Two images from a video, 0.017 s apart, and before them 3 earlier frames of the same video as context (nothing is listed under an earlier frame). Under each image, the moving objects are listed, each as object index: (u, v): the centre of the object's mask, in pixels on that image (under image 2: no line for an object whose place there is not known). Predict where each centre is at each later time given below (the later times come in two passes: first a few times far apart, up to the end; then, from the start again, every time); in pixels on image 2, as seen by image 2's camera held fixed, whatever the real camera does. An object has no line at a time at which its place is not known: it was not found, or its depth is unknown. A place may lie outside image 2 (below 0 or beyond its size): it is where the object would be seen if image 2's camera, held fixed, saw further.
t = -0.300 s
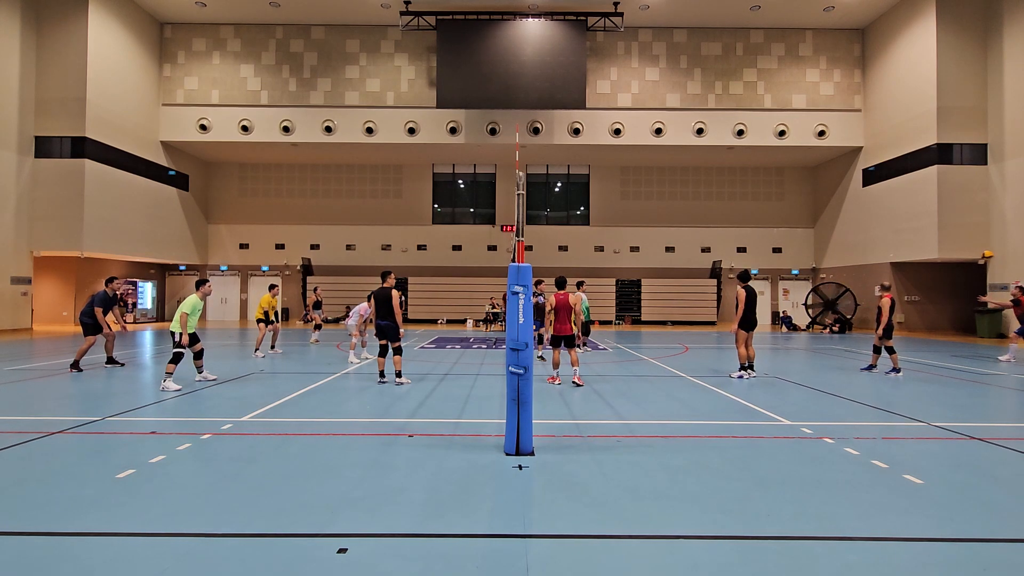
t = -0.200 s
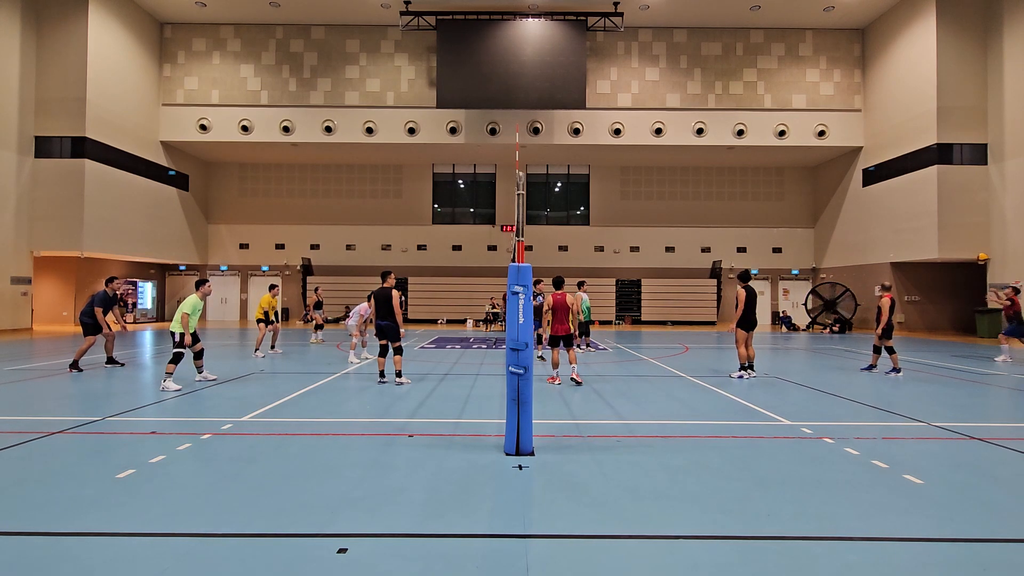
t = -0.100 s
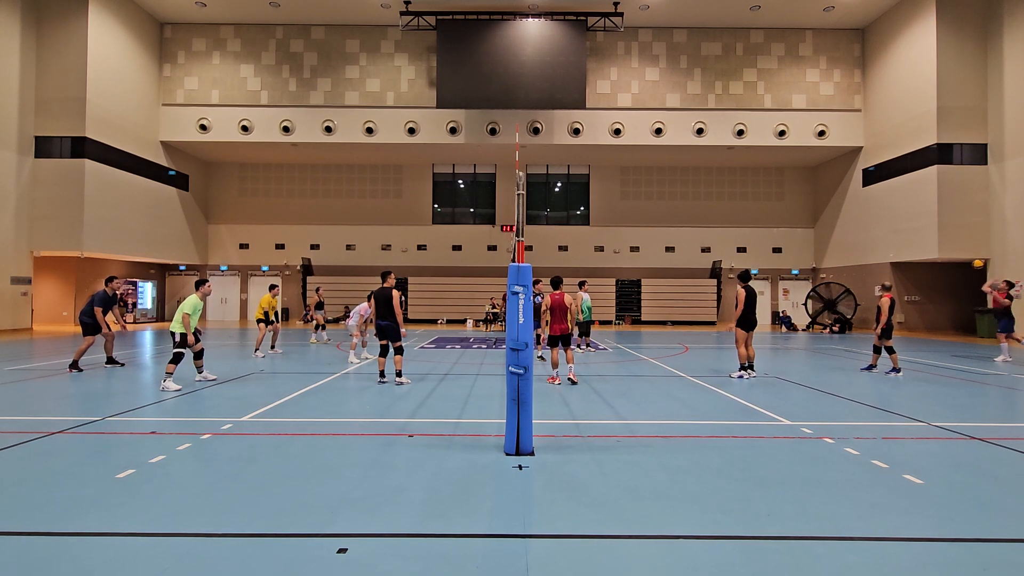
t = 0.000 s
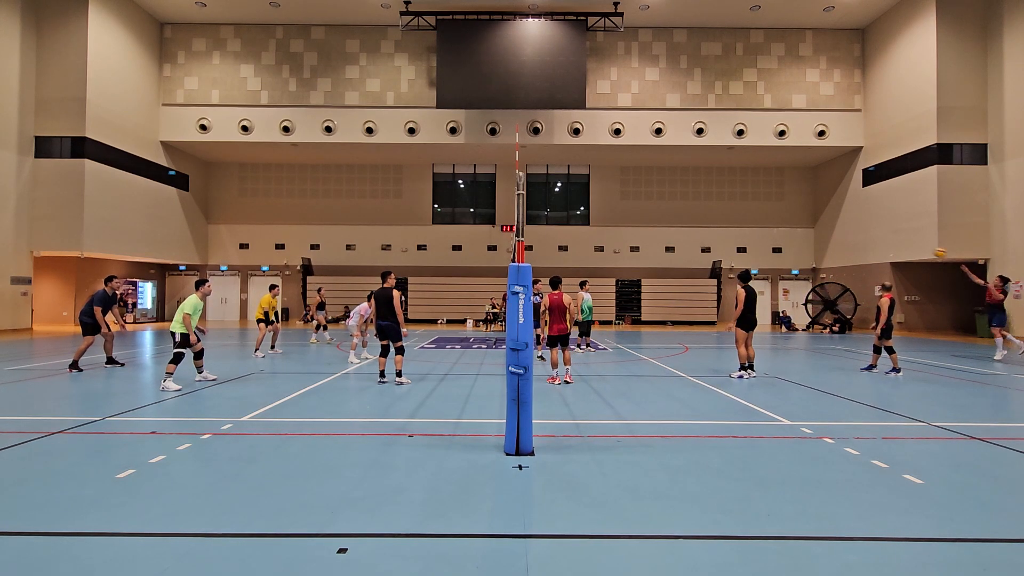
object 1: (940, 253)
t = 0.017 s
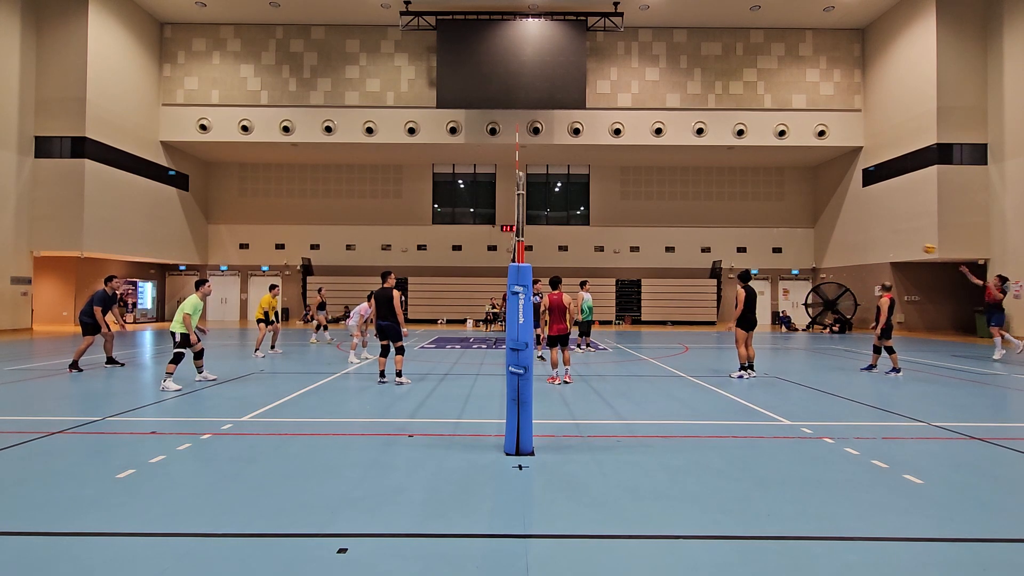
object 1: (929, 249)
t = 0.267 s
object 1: (776, 205)
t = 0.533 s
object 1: (613, 188)
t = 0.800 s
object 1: (451, 208)
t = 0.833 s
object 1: (431, 212)
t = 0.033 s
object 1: (919, 245)
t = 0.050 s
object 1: (909, 242)
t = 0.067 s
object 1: (898, 238)
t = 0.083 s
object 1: (888, 234)
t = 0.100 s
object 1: (878, 231)
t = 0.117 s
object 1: (867, 228)
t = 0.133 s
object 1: (857, 225)
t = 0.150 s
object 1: (847, 222)
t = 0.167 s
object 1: (837, 219)
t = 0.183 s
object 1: (827, 217)
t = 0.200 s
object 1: (816, 214)
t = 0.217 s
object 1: (807, 212)
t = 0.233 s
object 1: (796, 209)
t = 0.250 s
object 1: (786, 207)
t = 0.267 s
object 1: (776, 205)
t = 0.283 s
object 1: (766, 203)
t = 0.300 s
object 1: (756, 201)
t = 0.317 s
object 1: (746, 199)
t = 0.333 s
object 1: (736, 198)
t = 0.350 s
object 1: (725, 196)
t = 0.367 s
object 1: (715, 195)
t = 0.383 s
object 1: (705, 194)
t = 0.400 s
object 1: (695, 193)
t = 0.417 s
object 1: (685, 192)
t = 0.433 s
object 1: (675, 191)
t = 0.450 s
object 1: (665, 190)
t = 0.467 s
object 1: (655, 190)
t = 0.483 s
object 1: (644, 189)
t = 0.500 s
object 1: (634, 189)
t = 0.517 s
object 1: (624, 189)
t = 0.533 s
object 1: (613, 188)
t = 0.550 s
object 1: (603, 189)
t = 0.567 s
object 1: (593, 189)
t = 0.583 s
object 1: (583, 190)
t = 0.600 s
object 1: (573, 191)
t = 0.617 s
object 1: (563, 191)
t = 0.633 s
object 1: (552, 193)
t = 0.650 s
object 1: (542, 193)
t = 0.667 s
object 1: (532, 194)
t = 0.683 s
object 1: (526, 195)
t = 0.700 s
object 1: (510, 197)
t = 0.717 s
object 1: (502, 198)
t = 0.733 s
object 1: (491, 200)
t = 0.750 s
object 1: (481, 202)
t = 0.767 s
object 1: (471, 204)
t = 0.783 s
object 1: (461, 206)
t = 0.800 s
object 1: (451, 208)
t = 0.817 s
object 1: (441, 210)
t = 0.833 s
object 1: (431, 212)
